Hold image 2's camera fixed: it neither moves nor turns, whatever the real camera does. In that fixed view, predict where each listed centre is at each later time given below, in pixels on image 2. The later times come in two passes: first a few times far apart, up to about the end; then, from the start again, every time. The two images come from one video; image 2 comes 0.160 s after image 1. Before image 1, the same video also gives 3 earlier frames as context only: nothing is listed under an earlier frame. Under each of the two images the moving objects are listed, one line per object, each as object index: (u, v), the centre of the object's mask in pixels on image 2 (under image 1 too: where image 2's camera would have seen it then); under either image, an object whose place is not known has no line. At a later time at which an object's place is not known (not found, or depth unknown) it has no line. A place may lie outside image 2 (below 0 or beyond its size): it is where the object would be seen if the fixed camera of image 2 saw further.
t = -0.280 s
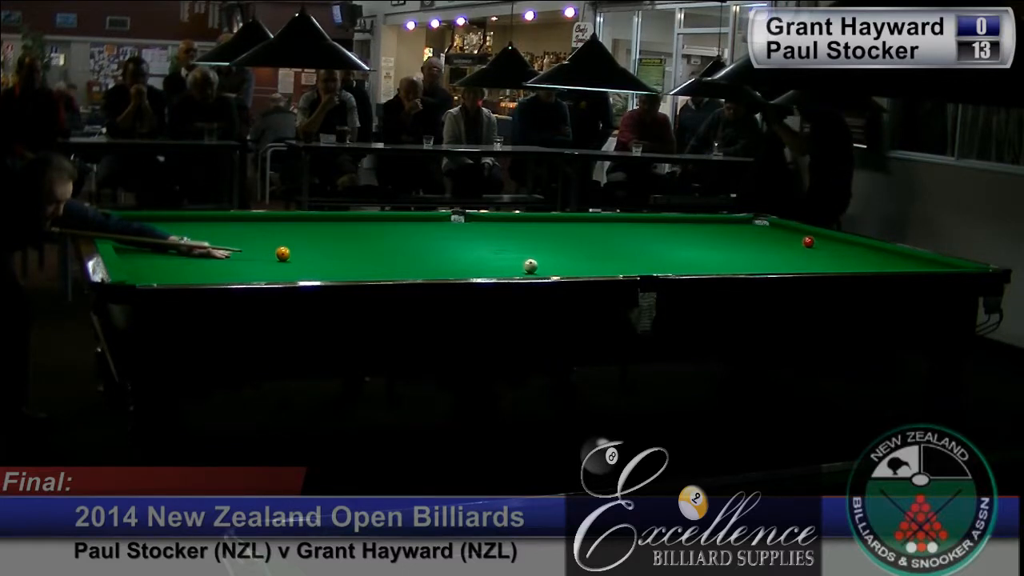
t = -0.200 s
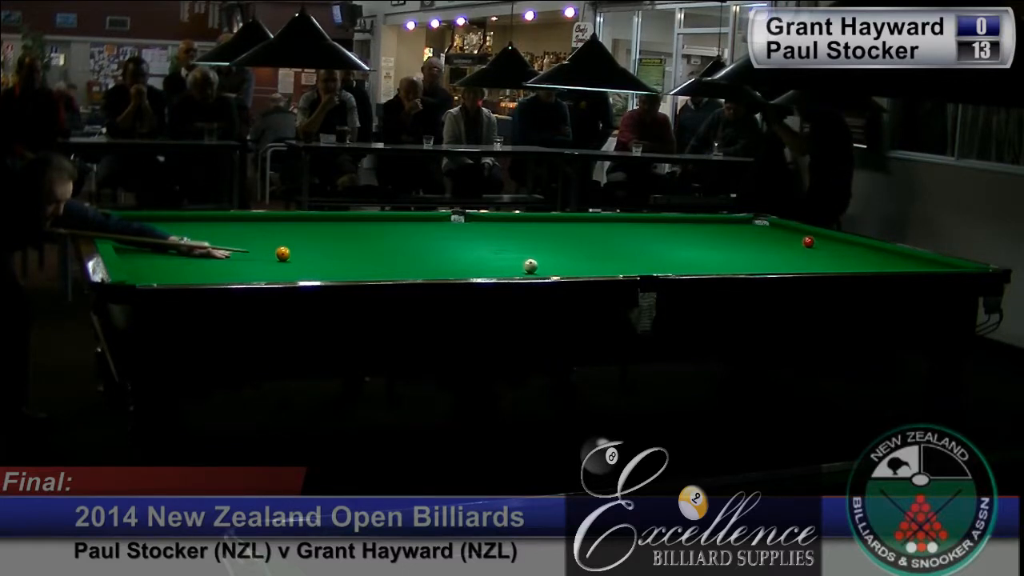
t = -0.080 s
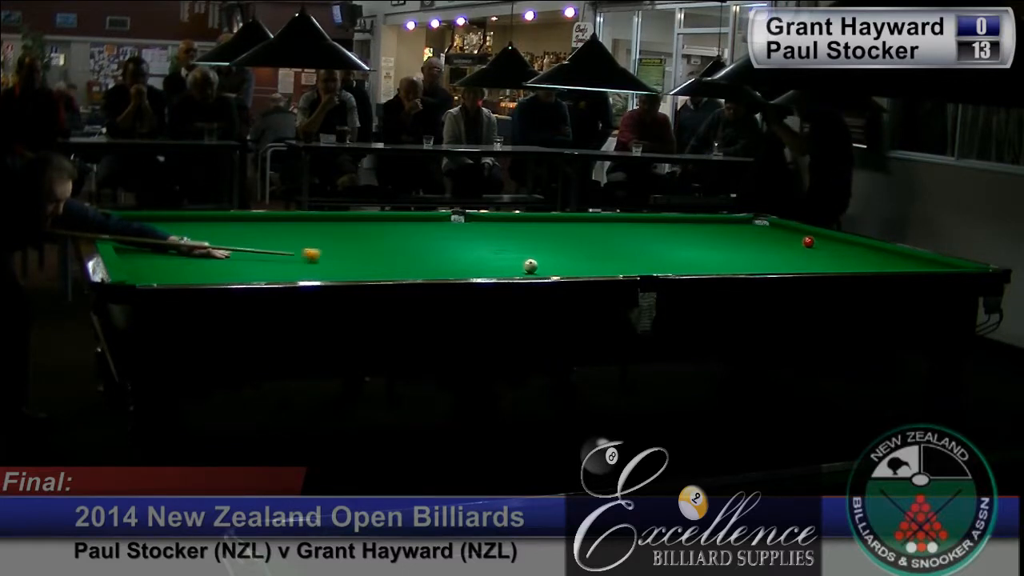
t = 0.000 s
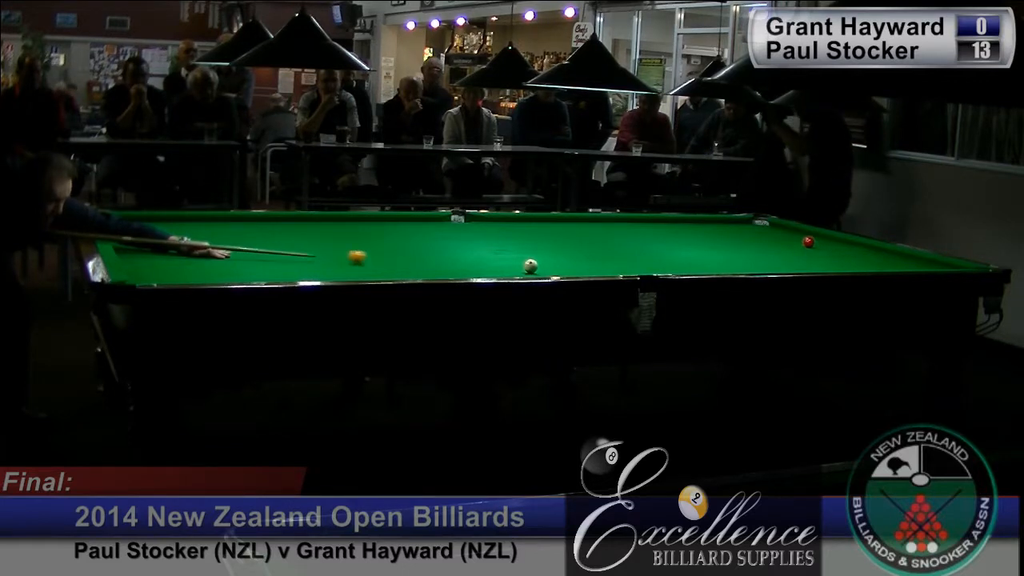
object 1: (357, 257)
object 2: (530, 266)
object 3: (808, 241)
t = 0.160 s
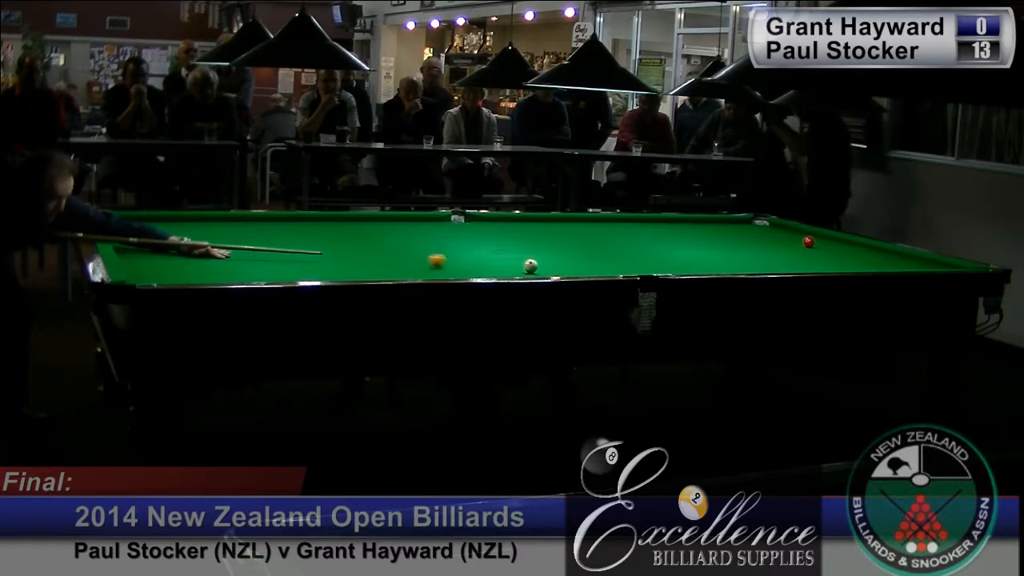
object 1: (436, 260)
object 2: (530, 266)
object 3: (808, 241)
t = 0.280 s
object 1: (487, 263)
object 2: (530, 266)
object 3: (808, 241)
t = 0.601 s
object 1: (553, 261)
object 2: (589, 271)
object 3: (808, 241)
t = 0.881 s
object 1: (596, 257)
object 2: (632, 272)
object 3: (808, 241)
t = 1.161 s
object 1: (635, 254)
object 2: (663, 272)
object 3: (808, 241)
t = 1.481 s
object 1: (675, 252)
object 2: (695, 270)
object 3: (808, 241)
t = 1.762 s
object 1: (706, 249)
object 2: (720, 270)
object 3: (808, 241)
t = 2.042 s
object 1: (735, 247)
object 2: (743, 269)
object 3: (808, 241)
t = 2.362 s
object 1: (764, 245)
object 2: (766, 268)
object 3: (808, 241)
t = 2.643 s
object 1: (787, 243)
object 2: (784, 267)
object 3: (808, 241)
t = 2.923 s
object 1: (800, 241)
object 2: (800, 267)
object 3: (816, 241)
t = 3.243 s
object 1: (800, 240)
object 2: (815, 267)
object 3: (833, 241)
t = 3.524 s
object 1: (801, 239)
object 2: (828, 266)
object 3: (847, 242)
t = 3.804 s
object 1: (801, 238)
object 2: (838, 266)
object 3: (849, 241)
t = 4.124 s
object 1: (801, 238)
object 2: (848, 266)
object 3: (840, 241)
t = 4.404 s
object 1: (801, 237)
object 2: (855, 265)
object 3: (833, 241)
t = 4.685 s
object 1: (801, 237)
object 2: (860, 265)
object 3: (829, 240)
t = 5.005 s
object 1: (801, 237)
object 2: (864, 265)
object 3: (824, 241)
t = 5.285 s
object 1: (801, 237)
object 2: (867, 265)
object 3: (822, 241)
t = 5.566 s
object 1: (801, 237)
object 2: (868, 265)
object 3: (822, 240)
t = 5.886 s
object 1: (801, 237)
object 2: (869, 265)
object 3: (822, 240)
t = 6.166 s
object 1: (801, 237)
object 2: (869, 265)
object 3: (822, 240)
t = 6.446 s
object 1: (801, 237)
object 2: (869, 265)
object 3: (822, 240)
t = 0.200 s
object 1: (454, 261)
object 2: (530, 266)
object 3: (808, 241)
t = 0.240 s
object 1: (471, 262)
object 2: (530, 266)
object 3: (808, 241)
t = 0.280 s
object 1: (487, 263)
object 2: (530, 266)
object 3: (808, 241)
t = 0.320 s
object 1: (503, 264)
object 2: (530, 266)
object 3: (808, 241)
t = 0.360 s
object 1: (518, 264)
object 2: (532, 266)
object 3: (808, 241)
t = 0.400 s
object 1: (523, 264)
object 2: (543, 267)
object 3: (808, 241)
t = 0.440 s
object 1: (528, 263)
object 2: (554, 269)
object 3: (808, 241)
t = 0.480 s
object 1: (534, 262)
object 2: (564, 269)
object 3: (808, 241)
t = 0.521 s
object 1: (540, 261)
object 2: (572, 270)
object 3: (808, 241)
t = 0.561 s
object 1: (547, 261)
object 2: (581, 270)
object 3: (808, 241)
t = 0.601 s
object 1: (553, 261)
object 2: (589, 271)
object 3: (808, 241)
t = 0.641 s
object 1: (559, 260)
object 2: (598, 271)
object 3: (808, 241)
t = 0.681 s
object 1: (566, 260)
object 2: (606, 272)
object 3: (808, 241)
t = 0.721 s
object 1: (572, 259)
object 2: (613, 272)
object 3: (808, 241)
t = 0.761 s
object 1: (578, 259)
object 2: (618, 273)
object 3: (808, 241)
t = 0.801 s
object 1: (585, 258)
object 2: (622, 272)
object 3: (808, 241)
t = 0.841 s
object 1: (590, 258)
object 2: (627, 273)
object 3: (808, 241)
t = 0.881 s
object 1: (596, 257)
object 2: (632, 272)
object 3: (808, 241)
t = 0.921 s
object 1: (602, 257)
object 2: (636, 272)
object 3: (808, 241)
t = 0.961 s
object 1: (608, 256)
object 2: (640, 272)
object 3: (808, 241)
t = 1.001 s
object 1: (613, 256)
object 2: (645, 272)
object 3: (808, 241)
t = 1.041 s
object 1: (619, 256)
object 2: (649, 272)
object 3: (808, 241)
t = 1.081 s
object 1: (624, 255)
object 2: (654, 272)
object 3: (808, 241)
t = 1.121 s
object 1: (630, 255)
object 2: (658, 272)
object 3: (808, 241)
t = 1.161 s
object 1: (635, 254)
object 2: (663, 272)
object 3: (808, 241)
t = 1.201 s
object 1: (640, 254)
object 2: (667, 271)
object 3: (808, 241)
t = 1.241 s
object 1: (645, 254)
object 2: (671, 271)
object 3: (808, 241)
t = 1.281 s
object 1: (651, 253)
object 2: (675, 271)
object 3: (808, 241)
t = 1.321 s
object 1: (656, 253)
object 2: (679, 271)
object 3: (808, 241)
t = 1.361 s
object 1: (660, 252)
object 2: (683, 271)
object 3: (808, 241)
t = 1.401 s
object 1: (665, 252)
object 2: (687, 271)
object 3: (808, 241)
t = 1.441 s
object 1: (670, 252)
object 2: (691, 270)
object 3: (808, 241)
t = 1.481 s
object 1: (675, 252)
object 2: (695, 270)
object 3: (808, 241)
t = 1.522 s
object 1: (679, 251)
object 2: (698, 270)
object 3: (808, 241)
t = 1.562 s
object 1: (684, 251)
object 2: (702, 270)
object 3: (808, 241)
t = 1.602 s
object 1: (689, 251)
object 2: (706, 270)
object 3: (808, 241)
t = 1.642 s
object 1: (693, 251)
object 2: (710, 270)
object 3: (808, 241)
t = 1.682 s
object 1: (698, 250)
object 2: (713, 270)
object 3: (808, 241)
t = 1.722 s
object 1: (702, 250)
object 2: (717, 270)
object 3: (808, 241)
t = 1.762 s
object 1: (706, 249)
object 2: (720, 270)
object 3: (808, 241)
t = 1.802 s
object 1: (710, 249)
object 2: (723, 269)
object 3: (808, 241)
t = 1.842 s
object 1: (715, 249)
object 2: (726, 269)
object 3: (808, 241)
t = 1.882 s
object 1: (719, 248)
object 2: (730, 269)
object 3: (808, 241)
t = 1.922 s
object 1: (723, 248)
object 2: (733, 269)
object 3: (808, 241)
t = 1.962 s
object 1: (727, 248)
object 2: (736, 269)
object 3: (808, 241)
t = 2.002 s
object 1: (731, 247)
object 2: (740, 269)
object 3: (808, 241)
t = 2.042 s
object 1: (735, 247)
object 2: (743, 269)
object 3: (808, 241)
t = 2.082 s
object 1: (738, 247)
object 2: (746, 269)
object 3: (808, 241)
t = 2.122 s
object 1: (742, 246)
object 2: (749, 269)
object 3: (808, 241)
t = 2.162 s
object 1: (746, 246)
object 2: (752, 269)
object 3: (808, 241)
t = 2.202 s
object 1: (750, 246)
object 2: (755, 268)
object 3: (808, 241)
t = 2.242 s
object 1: (753, 246)
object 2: (757, 268)
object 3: (808, 241)
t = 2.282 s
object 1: (757, 246)
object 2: (761, 268)
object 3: (808, 241)
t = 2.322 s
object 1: (761, 245)
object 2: (763, 268)
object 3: (808, 241)
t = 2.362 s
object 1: (764, 245)
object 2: (766, 268)
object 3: (808, 241)
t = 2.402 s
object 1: (767, 245)
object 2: (768, 268)
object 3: (808, 241)
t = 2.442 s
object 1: (771, 245)
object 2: (771, 268)
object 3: (808, 241)
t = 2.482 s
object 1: (774, 244)
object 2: (774, 268)
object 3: (808, 241)
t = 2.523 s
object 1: (777, 244)
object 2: (776, 268)
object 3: (808, 241)
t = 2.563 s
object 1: (781, 244)
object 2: (779, 268)
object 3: (808, 241)
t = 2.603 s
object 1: (784, 243)
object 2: (781, 268)
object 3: (808, 241)
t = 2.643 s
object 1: (787, 243)
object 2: (784, 267)
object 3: (808, 241)
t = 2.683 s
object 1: (790, 243)
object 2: (786, 267)
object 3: (808, 241)
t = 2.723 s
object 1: (793, 243)
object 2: (788, 267)
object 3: (809, 241)
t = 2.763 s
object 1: (796, 242)
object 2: (790, 267)
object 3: (808, 241)
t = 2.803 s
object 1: (799, 242)
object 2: (793, 267)
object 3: (810, 241)
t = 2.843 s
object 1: (800, 242)
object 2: (795, 267)
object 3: (811, 241)
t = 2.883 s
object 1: (799, 242)
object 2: (798, 267)
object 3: (813, 241)
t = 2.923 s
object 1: (800, 241)
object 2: (800, 267)
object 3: (816, 241)
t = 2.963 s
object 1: (800, 241)
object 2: (802, 267)
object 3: (818, 242)
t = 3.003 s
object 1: (800, 241)
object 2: (804, 267)
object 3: (820, 241)
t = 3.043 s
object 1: (800, 241)
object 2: (806, 267)
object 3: (822, 241)
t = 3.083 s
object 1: (800, 241)
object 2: (808, 267)
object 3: (825, 241)
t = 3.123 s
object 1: (800, 241)
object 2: (810, 267)
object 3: (826, 241)
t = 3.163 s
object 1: (800, 240)
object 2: (812, 267)
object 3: (829, 241)
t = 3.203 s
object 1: (800, 240)
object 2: (814, 267)
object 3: (831, 241)
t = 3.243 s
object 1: (800, 240)
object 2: (815, 267)
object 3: (833, 241)
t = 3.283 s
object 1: (800, 240)
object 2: (817, 267)
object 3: (835, 241)
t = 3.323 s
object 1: (801, 240)
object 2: (819, 266)
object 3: (837, 241)
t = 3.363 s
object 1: (801, 239)
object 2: (821, 266)
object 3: (839, 241)
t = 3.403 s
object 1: (801, 240)
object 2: (823, 266)
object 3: (841, 241)
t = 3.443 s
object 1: (801, 240)
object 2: (824, 266)
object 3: (843, 241)
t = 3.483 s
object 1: (801, 239)
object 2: (826, 266)
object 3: (845, 241)
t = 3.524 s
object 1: (801, 239)
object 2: (828, 266)
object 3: (847, 242)
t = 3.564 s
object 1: (801, 239)
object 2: (830, 266)
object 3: (848, 241)
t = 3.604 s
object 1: (801, 239)
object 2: (831, 266)
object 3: (850, 242)
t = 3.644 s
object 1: (801, 239)
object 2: (832, 266)
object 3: (852, 242)
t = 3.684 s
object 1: (801, 239)
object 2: (834, 266)
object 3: (852, 242)
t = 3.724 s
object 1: (801, 239)
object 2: (835, 266)
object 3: (851, 242)
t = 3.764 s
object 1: (801, 239)
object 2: (837, 266)
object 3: (850, 241)
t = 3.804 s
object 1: (801, 238)
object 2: (838, 266)
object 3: (849, 241)
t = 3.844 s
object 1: (801, 238)
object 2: (839, 266)
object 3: (848, 241)
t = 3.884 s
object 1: (801, 238)
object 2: (841, 266)
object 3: (847, 241)
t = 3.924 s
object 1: (801, 238)
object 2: (842, 266)
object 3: (845, 241)
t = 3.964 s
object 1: (801, 238)
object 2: (843, 266)
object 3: (845, 241)
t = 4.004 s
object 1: (801, 238)
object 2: (844, 266)
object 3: (843, 241)
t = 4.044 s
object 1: (801, 238)
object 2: (845, 265)
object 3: (842, 241)
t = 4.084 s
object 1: (801, 238)
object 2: (847, 265)
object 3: (841, 241)
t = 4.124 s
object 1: (801, 238)
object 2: (848, 266)
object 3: (840, 241)
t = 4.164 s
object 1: (801, 238)
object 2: (849, 266)
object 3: (839, 241)
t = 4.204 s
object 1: (801, 238)
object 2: (850, 265)
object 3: (838, 241)
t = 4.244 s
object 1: (801, 237)
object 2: (851, 265)
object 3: (837, 241)
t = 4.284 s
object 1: (801, 237)
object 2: (852, 265)
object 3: (836, 241)
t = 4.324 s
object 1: (801, 237)
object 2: (853, 265)
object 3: (835, 241)
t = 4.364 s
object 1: (801, 237)
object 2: (854, 265)
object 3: (834, 241)
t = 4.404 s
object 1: (801, 237)
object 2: (855, 265)
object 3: (833, 241)
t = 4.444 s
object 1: (801, 237)
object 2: (855, 265)
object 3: (833, 241)
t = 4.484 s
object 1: (801, 237)
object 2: (856, 265)
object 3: (832, 241)
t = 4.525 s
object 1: (801, 237)
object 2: (857, 265)
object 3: (831, 241)
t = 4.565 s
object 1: (801, 237)
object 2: (858, 265)
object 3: (831, 241)
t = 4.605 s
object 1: (801, 237)
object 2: (859, 265)
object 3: (830, 241)
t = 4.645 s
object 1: (801, 237)
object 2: (859, 265)
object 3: (829, 240)
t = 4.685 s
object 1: (801, 237)
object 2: (860, 265)
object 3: (829, 240)
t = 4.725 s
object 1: (801, 237)
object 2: (861, 265)
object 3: (828, 240)
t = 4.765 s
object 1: (801, 237)
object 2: (861, 265)
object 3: (827, 241)
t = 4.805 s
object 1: (801, 237)
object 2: (862, 265)
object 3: (827, 240)
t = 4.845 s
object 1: (801, 237)
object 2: (863, 265)
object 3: (827, 240)
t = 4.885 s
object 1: (801, 237)
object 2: (863, 265)
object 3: (826, 240)
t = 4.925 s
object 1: (801, 237)
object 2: (864, 265)
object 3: (825, 241)
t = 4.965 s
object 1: (801, 237)
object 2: (864, 265)
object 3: (825, 241)
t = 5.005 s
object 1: (801, 237)
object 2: (864, 265)
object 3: (824, 241)
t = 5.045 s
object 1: (801, 237)
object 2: (865, 265)
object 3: (824, 241)
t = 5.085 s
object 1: (801, 237)
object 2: (865, 265)
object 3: (824, 241)
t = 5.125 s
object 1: (801, 237)
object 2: (866, 265)
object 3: (823, 240)
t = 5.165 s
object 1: (801, 237)
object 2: (866, 265)
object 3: (823, 240)
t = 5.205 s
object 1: (801, 237)
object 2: (866, 265)
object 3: (823, 240)
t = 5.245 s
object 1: (801, 237)
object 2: (867, 265)
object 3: (823, 240)
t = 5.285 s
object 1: (801, 237)
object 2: (867, 265)
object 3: (822, 241)
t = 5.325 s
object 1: (801, 237)
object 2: (867, 265)
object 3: (822, 241)
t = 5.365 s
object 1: (801, 237)
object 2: (868, 265)
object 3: (823, 240)
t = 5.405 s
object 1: (801, 237)
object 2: (868, 265)
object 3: (822, 240)
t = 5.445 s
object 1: (801, 237)
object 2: (868, 265)
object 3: (822, 240)
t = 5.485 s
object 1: (801, 237)
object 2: (868, 265)
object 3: (822, 240)
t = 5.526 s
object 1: (801, 237)
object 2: (868, 265)
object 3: (822, 240)
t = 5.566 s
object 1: (801, 237)
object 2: (868, 265)
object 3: (822, 240)
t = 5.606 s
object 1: (801, 237)
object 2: (868, 265)
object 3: (822, 240)
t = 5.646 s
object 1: (801, 237)
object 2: (869, 265)
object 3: (822, 240)
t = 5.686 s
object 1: (801, 237)
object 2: (869, 265)
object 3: (822, 240)
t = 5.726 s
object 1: (801, 237)
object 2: (869, 265)
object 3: (822, 240)
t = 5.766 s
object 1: (801, 237)
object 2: (869, 265)
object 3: (822, 240)
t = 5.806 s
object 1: (801, 237)
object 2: (869, 265)
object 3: (822, 240)
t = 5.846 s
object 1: (801, 237)
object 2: (869, 265)
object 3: (822, 240)
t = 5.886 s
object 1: (801, 237)
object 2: (869, 265)
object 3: (822, 240)
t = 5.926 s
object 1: (801, 237)
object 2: (869, 265)
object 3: (822, 240)
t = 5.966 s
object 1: (801, 237)
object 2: (869, 265)
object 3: (822, 240)
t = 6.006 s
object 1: (801, 237)
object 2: (869, 265)
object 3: (822, 240)
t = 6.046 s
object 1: (801, 237)
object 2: (869, 265)
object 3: (822, 240)
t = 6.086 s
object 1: (801, 237)
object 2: (869, 265)
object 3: (822, 240)
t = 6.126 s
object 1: (801, 237)
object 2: (869, 265)
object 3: (822, 240)
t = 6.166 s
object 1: (801, 237)
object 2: (869, 265)
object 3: (822, 240)
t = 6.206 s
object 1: (801, 237)
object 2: (869, 265)
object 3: (822, 240)
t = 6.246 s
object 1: (801, 237)
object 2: (869, 265)
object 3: (822, 240)
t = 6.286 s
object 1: (801, 237)
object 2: (869, 265)
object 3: (822, 240)
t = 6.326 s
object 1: (801, 237)
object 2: (869, 265)
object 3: (822, 240)
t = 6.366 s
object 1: (801, 237)
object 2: (869, 265)
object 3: (822, 240)
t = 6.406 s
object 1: (801, 237)
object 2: (869, 265)
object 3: (822, 240)
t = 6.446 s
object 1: (801, 237)
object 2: (869, 265)
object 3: (822, 240)
